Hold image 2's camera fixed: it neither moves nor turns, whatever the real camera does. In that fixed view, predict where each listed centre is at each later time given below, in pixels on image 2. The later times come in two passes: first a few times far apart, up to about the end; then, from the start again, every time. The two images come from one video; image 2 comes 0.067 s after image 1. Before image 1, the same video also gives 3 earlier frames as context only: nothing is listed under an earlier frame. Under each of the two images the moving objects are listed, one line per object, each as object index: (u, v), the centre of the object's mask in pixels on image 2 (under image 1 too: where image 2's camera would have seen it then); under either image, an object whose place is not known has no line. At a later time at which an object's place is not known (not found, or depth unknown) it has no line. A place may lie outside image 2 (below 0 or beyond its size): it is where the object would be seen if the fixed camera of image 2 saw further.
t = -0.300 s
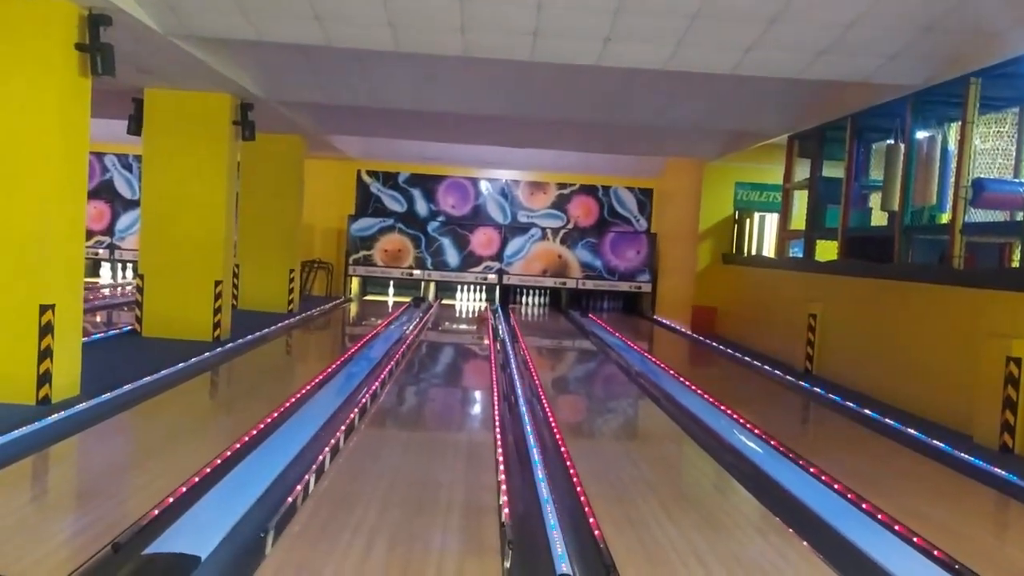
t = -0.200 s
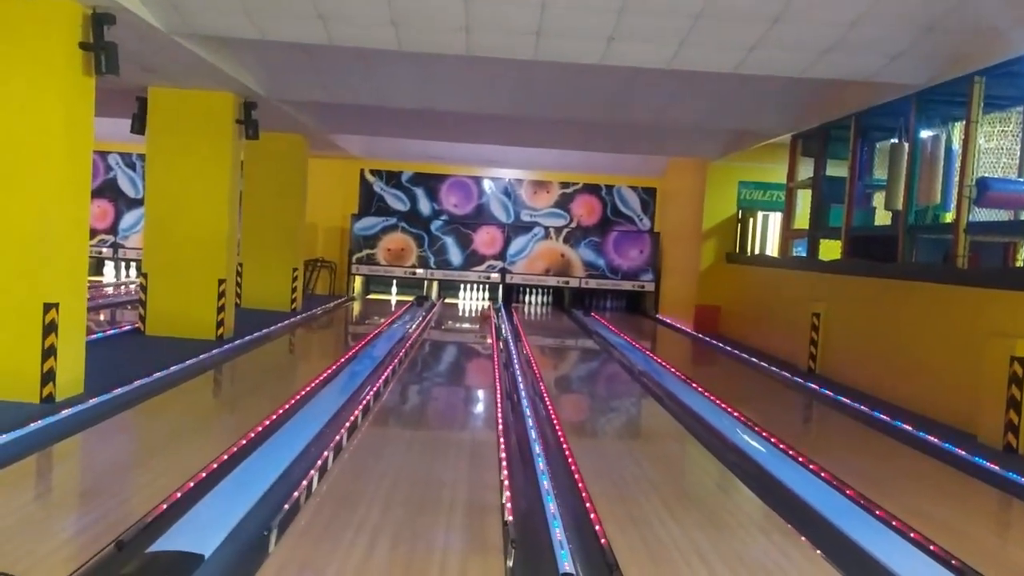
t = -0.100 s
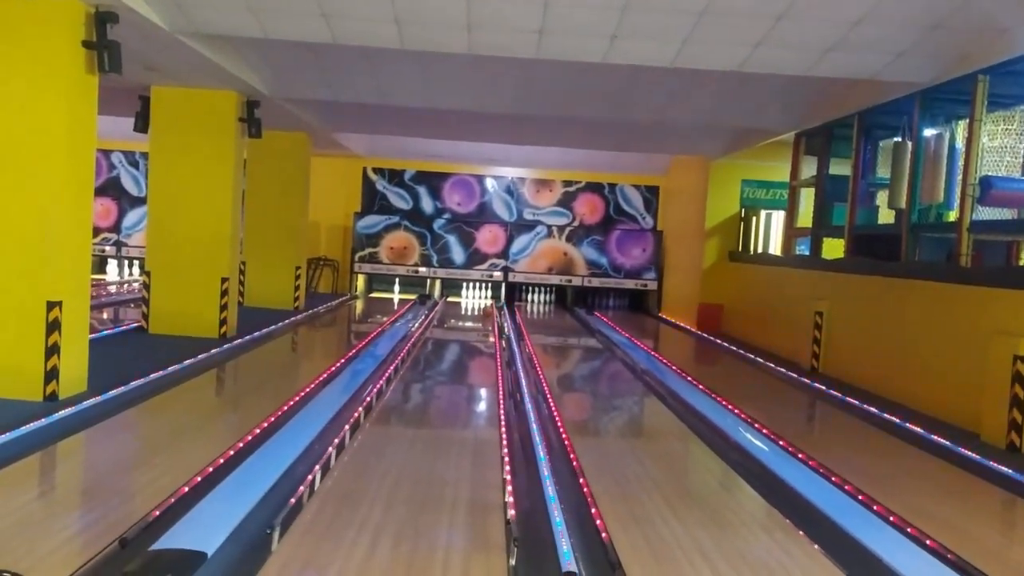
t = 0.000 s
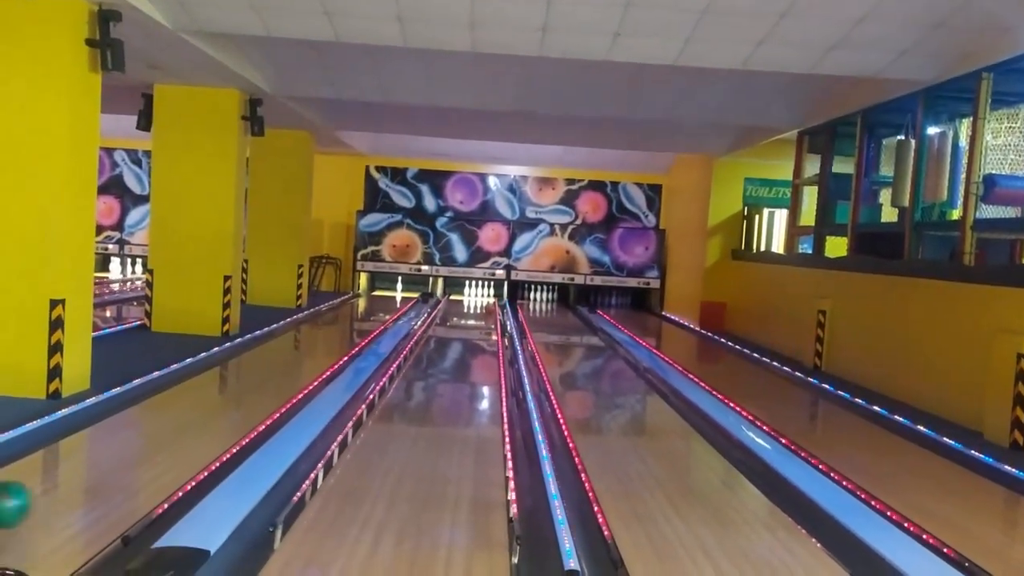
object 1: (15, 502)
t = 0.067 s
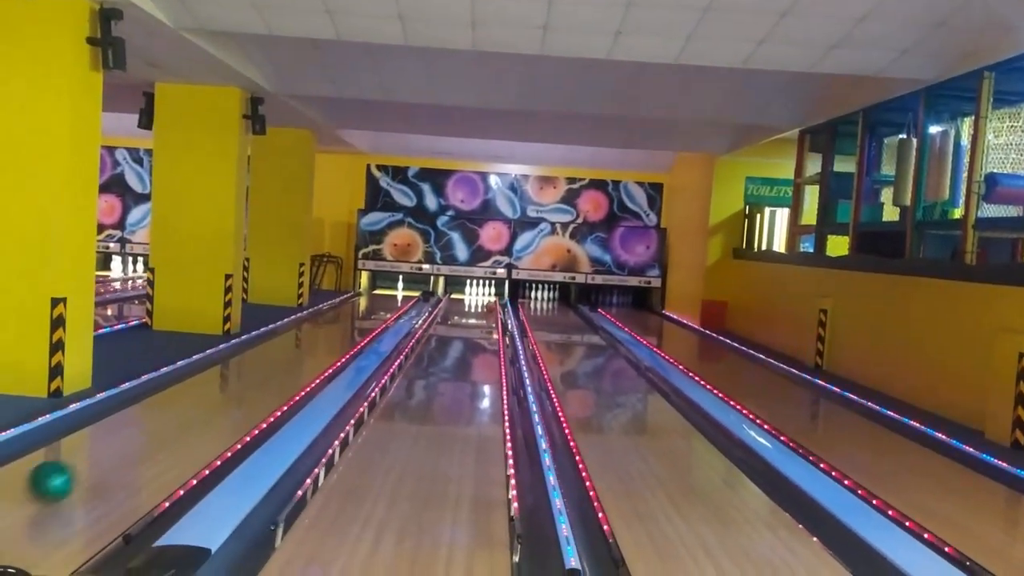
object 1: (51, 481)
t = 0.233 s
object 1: (136, 438)
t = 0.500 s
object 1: (219, 392)
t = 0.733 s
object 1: (266, 367)
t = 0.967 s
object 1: (299, 349)
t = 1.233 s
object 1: (327, 334)
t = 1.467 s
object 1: (344, 325)
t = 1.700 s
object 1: (359, 316)
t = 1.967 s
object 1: (372, 310)
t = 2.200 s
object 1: (382, 305)
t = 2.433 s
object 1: (391, 300)
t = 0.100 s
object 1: (71, 472)
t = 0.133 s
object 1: (89, 463)
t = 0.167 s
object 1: (105, 454)
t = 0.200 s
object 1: (121, 445)
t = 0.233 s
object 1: (136, 438)
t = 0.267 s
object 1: (148, 431)
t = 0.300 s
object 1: (160, 424)
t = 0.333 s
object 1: (172, 418)
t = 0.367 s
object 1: (183, 412)
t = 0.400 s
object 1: (192, 407)
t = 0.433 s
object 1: (202, 402)
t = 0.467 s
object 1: (211, 397)
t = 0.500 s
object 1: (219, 392)
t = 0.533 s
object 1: (227, 388)
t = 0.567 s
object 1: (234, 384)
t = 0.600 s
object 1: (241, 381)
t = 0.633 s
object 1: (247, 378)
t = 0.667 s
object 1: (254, 374)
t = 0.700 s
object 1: (260, 370)
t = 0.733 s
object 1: (266, 367)
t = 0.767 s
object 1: (271, 365)
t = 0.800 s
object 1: (276, 362)
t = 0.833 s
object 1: (281, 359)
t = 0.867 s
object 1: (286, 357)
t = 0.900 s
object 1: (290, 354)
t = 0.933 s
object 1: (295, 352)
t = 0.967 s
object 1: (299, 349)
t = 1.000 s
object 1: (303, 347)
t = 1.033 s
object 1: (305, 345)
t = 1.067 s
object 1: (310, 343)
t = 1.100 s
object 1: (314, 341)
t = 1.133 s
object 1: (317, 340)
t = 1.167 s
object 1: (320, 338)
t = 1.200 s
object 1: (324, 336)
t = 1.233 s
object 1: (327, 334)
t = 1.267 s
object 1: (330, 333)
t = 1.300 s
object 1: (333, 331)
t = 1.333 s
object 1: (336, 330)
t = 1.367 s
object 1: (338, 329)
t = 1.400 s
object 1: (341, 327)
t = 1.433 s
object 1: (343, 326)
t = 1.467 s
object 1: (344, 325)
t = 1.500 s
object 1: (347, 324)
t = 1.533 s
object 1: (350, 322)
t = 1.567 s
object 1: (352, 320)
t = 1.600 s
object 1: (354, 320)
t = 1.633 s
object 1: (356, 318)
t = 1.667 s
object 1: (357, 317)
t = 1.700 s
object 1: (359, 316)
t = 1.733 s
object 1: (361, 315)
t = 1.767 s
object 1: (363, 314)
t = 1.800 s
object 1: (365, 314)
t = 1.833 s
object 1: (366, 313)
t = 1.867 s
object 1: (368, 312)
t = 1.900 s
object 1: (369, 311)
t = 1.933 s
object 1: (370, 310)
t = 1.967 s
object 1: (372, 310)
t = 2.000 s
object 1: (372, 309)
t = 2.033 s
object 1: (374, 308)
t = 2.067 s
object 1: (376, 308)
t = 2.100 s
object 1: (377, 307)
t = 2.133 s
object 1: (380, 306)
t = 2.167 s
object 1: (381, 305)
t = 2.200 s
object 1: (382, 305)
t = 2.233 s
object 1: (384, 304)
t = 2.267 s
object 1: (384, 303)
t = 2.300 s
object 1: (386, 303)
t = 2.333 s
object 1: (387, 303)
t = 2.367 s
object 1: (387, 303)
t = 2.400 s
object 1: (390, 301)
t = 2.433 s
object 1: (391, 300)
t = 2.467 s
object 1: (392, 300)
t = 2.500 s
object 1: (392, 299)
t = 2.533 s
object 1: (394, 298)
